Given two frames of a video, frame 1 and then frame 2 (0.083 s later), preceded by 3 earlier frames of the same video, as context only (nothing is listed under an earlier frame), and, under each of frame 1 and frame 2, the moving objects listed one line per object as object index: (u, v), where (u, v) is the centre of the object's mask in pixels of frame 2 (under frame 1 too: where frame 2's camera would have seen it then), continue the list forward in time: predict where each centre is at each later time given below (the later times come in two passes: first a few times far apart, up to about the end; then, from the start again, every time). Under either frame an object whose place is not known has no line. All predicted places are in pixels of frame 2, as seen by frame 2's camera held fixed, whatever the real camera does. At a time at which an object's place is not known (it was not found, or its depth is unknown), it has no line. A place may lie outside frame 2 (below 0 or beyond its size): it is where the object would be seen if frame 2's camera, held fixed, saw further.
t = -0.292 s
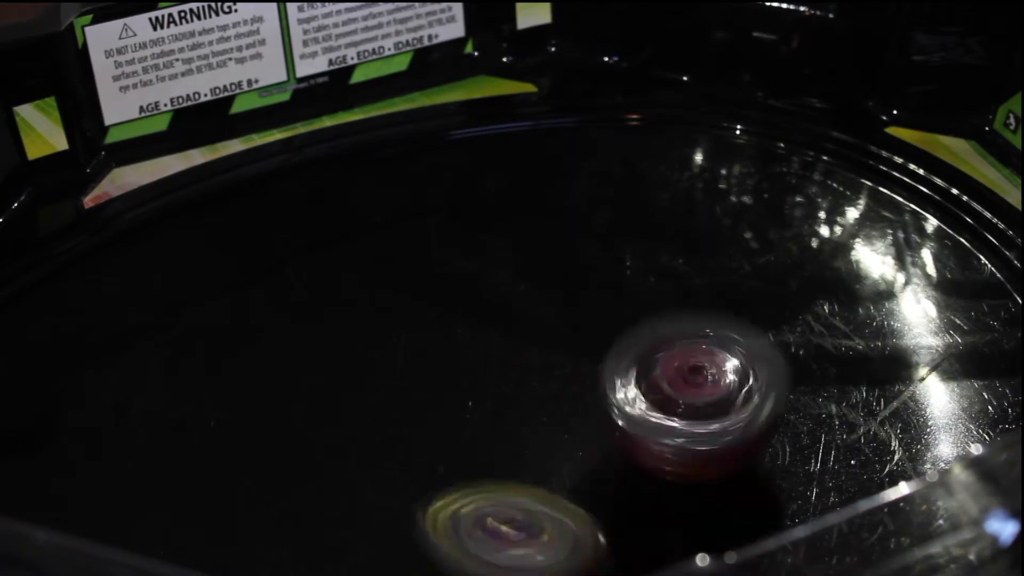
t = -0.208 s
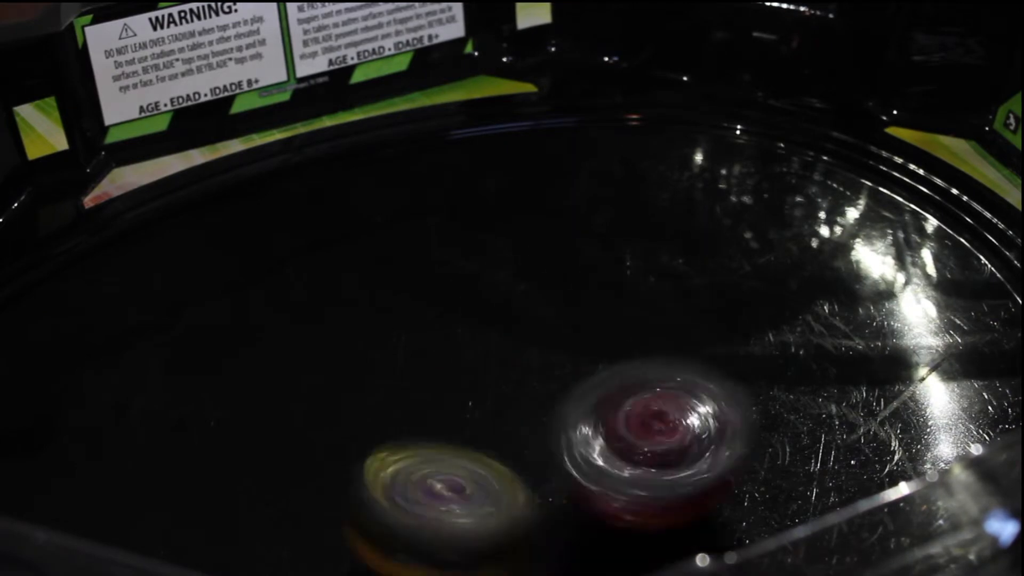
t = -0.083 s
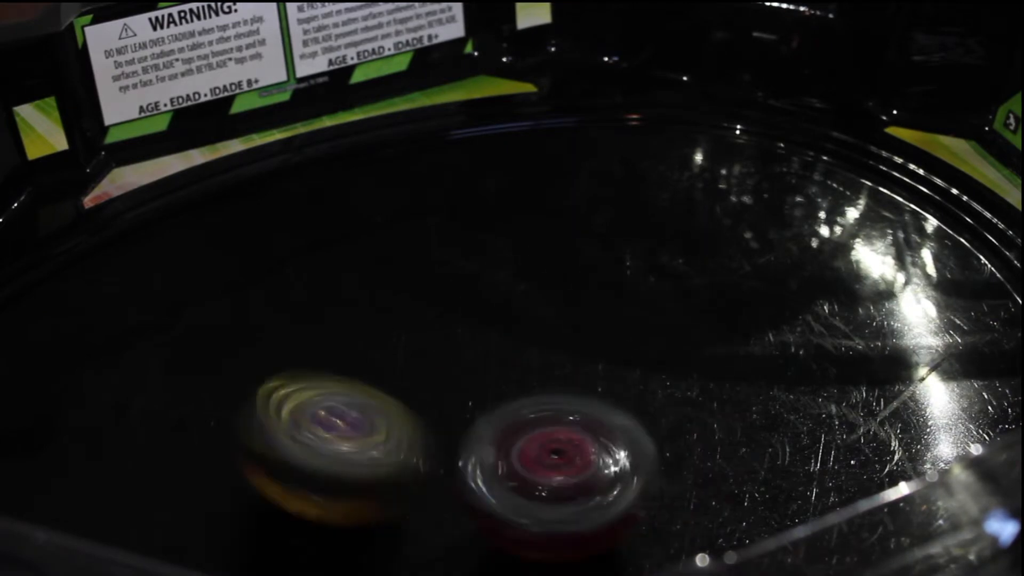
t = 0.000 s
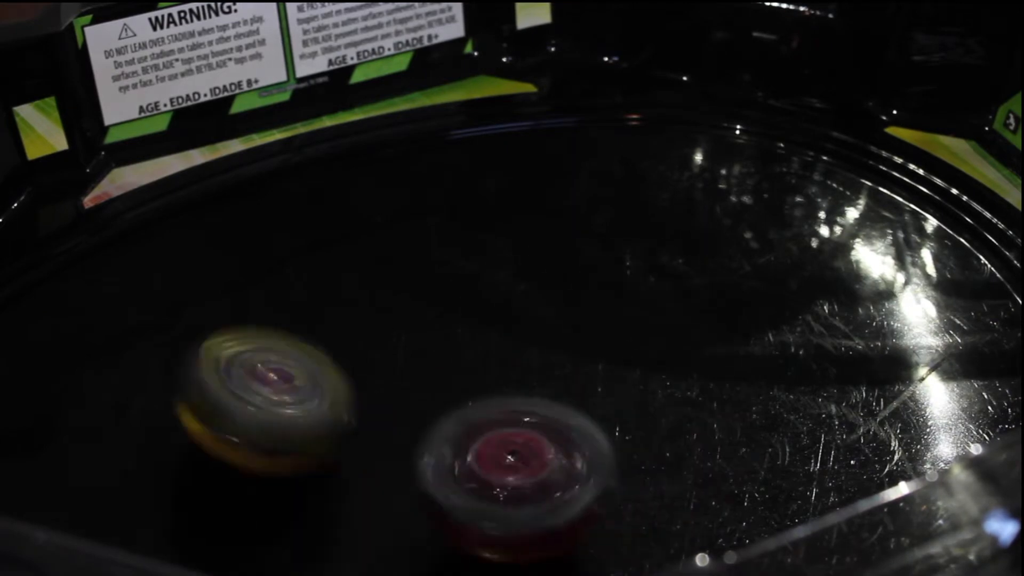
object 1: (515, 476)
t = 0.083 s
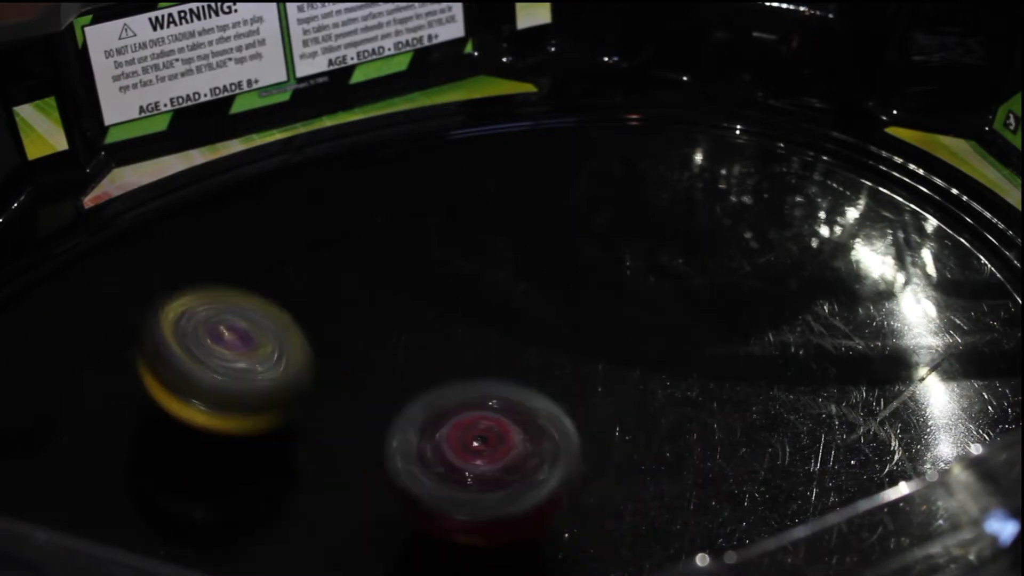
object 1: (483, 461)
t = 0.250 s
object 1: (506, 417)
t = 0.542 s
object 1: (601, 391)
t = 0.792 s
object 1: (540, 458)
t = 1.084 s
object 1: (423, 494)
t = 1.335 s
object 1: (451, 426)
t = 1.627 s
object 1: (597, 428)
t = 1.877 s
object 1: (462, 444)
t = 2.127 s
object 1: (378, 359)
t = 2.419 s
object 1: (506, 367)
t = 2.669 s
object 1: (506, 478)
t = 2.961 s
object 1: (478, 509)
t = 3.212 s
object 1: (628, 504)
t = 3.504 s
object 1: (702, 480)
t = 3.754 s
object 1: (672, 397)
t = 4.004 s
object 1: (732, 325)
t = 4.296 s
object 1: (676, 360)
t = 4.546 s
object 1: (481, 369)
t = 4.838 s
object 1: (360, 338)
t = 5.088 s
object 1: (338, 328)
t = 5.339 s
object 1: (373, 397)
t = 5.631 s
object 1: (408, 443)
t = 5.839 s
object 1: (432, 493)
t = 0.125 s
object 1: (481, 450)
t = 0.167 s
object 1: (486, 439)
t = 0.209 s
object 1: (495, 426)
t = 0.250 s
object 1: (506, 417)
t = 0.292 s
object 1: (518, 406)
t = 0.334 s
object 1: (531, 398)
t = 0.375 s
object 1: (543, 391)
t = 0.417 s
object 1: (557, 385)
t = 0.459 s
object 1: (570, 381)
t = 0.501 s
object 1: (587, 383)
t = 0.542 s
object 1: (601, 391)
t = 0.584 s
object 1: (611, 404)
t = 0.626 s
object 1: (612, 419)
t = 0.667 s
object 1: (604, 433)
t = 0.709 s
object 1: (590, 445)
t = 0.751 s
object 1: (566, 454)
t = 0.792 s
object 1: (540, 458)
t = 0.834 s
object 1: (519, 461)
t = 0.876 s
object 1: (512, 476)
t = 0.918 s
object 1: (501, 488)
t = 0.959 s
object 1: (483, 495)
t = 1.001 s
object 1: (462, 498)
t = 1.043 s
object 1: (440, 498)
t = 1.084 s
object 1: (423, 494)
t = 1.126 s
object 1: (409, 483)
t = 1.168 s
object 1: (403, 470)
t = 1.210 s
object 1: (405, 454)
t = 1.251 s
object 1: (416, 440)
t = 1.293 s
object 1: (431, 431)
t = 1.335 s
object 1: (451, 426)
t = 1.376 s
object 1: (474, 422)
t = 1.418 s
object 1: (496, 420)
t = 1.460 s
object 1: (517, 418)
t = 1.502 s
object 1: (539, 418)
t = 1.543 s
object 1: (563, 418)
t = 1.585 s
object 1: (583, 420)
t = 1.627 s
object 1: (597, 428)
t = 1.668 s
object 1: (604, 439)
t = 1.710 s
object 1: (605, 450)
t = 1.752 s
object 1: (580, 457)
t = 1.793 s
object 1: (534, 458)
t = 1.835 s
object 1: (494, 452)
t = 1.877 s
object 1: (462, 444)
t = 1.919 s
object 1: (434, 434)
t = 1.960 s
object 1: (409, 424)
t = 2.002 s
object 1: (390, 409)
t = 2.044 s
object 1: (379, 391)
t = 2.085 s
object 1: (376, 375)
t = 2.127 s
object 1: (378, 359)
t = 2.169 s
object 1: (387, 346)
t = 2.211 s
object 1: (403, 336)
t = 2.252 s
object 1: (423, 331)
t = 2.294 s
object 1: (446, 330)
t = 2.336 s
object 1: (468, 338)
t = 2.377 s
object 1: (489, 352)
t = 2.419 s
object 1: (506, 367)
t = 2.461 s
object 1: (515, 385)
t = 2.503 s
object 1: (520, 403)
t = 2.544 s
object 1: (520, 420)
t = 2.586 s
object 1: (519, 439)
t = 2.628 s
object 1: (516, 460)
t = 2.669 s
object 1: (506, 478)
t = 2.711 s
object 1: (491, 493)
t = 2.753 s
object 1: (469, 502)
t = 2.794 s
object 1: (446, 507)
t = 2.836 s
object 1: (454, 510)
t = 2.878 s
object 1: (463, 511)
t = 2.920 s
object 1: (471, 511)
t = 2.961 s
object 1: (478, 509)
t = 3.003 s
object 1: (487, 506)
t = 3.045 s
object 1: (499, 504)
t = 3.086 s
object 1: (527, 501)
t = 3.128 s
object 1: (570, 505)
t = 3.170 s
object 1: (602, 505)
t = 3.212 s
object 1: (628, 504)
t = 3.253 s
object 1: (649, 505)
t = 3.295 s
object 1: (666, 503)
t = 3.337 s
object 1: (681, 500)
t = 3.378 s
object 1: (692, 497)
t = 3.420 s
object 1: (699, 492)
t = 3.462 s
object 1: (702, 487)
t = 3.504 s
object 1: (702, 480)
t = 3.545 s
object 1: (700, 474)
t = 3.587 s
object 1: (696, 464)
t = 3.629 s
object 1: (687, 447)
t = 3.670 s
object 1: (683, 430)
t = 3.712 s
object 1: (677, 415)
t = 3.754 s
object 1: (672, 397)
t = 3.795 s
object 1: (668, 381)
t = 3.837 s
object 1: (673, 364)
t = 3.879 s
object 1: (686, 351)
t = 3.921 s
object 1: (699, 340)
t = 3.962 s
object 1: (717, 329)
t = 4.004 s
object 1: (732, 325)
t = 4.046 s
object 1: (745, 324)
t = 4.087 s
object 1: (750, 325)
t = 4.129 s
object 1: (748, 330)
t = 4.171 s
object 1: (741, 338)
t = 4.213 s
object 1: (726, 345)
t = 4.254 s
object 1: (704, 351)
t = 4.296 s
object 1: (676, 360)
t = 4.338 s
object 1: (645, 369)
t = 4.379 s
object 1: (613, 376)
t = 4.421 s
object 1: (579, 379)
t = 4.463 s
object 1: (547, 378)
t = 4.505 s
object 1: (513, 374)
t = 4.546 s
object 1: (481, 369)
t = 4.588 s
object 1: (453, 365)
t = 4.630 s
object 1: (430, 360)
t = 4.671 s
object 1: (412, 354)
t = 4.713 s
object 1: (396, 350)
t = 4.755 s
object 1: (384, 346)
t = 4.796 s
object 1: (375, 345)
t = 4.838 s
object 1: (360, 338)
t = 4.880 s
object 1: (345, 330)
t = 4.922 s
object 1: (336, 323)
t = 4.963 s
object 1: (331, 319)
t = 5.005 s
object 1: (332, 320)
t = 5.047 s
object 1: (337, 324)
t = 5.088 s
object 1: (338, 328)
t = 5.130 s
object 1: (341, 335)
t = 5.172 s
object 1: (345, 343)
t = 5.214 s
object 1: (354, 356)
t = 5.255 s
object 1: (363, 371)
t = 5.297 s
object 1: (372, 387)
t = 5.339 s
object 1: (373, 397)
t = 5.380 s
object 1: (370, 397)
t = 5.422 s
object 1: (373, 401)
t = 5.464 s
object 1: (376, 406)
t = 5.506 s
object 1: (382, 414)
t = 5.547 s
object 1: (389, 420)
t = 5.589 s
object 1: (399, 431)
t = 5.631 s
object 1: (408, 443)
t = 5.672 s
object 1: (414, 455)
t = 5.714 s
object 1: (419, 466)
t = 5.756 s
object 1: (423, 477)
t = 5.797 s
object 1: (428, 486)
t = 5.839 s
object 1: (432, 493)
